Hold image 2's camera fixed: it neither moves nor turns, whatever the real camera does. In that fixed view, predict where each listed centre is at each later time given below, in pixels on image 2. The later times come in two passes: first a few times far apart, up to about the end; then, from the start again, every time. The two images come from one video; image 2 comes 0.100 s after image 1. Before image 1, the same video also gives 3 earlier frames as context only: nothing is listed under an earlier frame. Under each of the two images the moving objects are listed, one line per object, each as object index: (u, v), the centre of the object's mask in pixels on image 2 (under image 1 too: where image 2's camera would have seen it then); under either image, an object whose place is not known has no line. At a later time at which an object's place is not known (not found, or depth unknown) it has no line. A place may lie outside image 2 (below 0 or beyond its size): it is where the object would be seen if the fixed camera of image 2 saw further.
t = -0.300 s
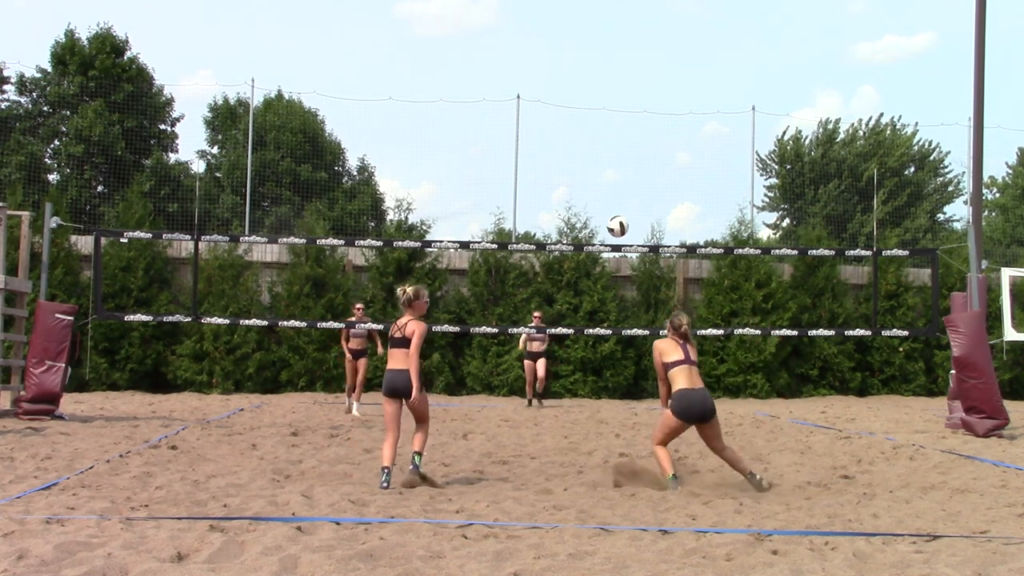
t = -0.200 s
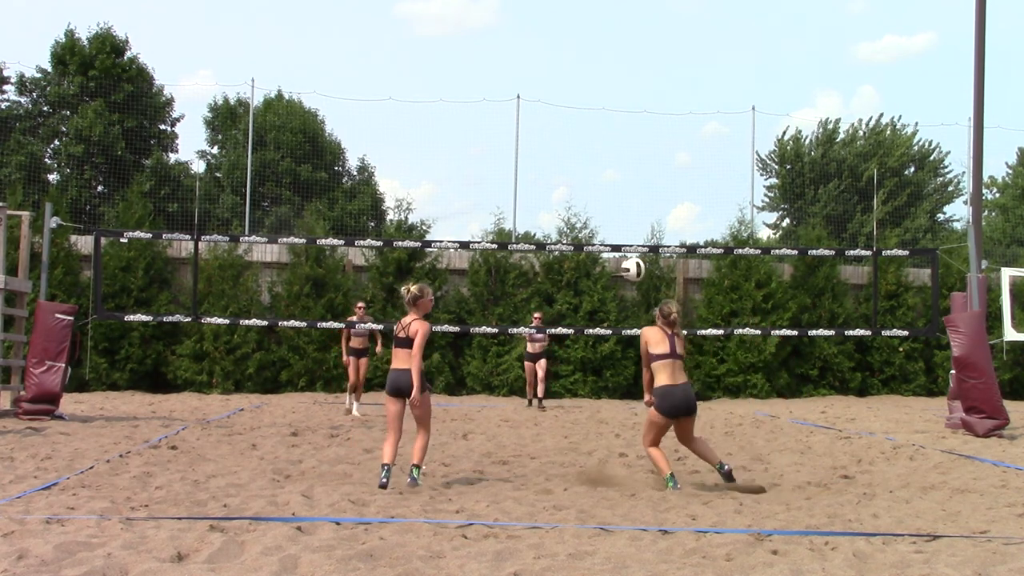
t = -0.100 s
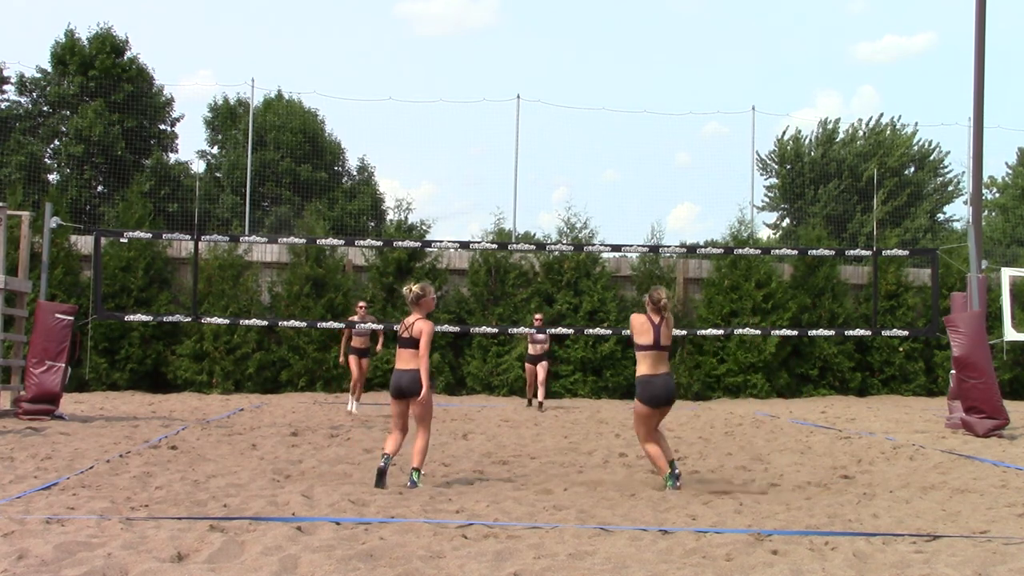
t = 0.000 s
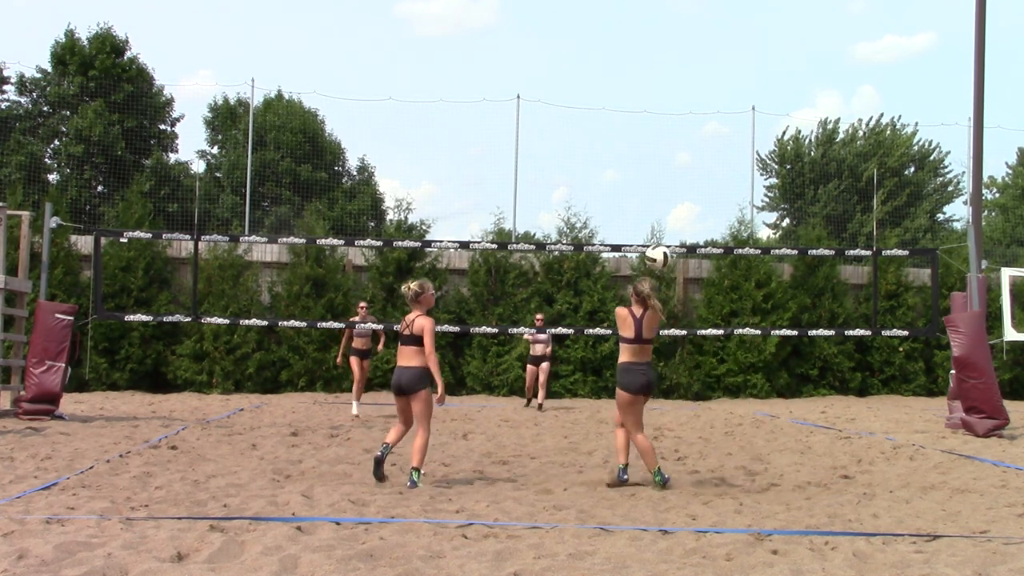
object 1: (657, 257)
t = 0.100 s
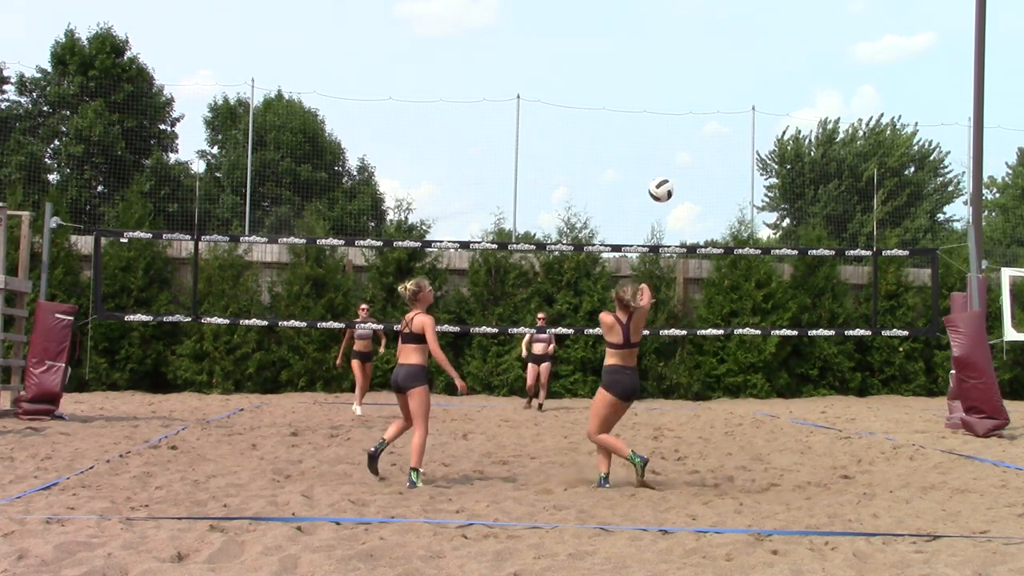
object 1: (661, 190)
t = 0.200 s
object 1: (663, 137)
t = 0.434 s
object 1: (672, 62)
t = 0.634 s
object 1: (679, 47)
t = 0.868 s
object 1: (687, 82)
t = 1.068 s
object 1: (692, 155)
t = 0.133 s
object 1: (662, 170)
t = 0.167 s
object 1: (662, 153)
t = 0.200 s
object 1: (663, 137)
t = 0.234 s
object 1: (665, 122)
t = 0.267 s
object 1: (666, 108)
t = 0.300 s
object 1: (667, 96)
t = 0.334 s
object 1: (668, 86)
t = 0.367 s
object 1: (670, 77)
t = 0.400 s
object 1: (671, 69)
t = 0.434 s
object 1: (672, 62)
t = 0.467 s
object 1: (673, 56)
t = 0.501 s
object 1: (675, 52)
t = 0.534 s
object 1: (676, 49)
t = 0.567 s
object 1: (677, 47)
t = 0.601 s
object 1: (678, 47)
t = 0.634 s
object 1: (679, 47)
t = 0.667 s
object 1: (680, 49)
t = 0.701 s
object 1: (682, 52)
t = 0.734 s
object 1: (683, 56)
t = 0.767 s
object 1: (684, 61)
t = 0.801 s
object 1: (685, 67)
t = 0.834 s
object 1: (686, 74)
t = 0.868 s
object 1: (687, 82)
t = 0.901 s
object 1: (688, 92)
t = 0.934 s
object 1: (689, 102)
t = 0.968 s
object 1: (689, 114)
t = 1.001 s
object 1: (691, 127)
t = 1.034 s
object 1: (691, 140)
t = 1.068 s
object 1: (692, 155)
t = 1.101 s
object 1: (693, 170)
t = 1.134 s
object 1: (695, 186)
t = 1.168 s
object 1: (696, 204)
